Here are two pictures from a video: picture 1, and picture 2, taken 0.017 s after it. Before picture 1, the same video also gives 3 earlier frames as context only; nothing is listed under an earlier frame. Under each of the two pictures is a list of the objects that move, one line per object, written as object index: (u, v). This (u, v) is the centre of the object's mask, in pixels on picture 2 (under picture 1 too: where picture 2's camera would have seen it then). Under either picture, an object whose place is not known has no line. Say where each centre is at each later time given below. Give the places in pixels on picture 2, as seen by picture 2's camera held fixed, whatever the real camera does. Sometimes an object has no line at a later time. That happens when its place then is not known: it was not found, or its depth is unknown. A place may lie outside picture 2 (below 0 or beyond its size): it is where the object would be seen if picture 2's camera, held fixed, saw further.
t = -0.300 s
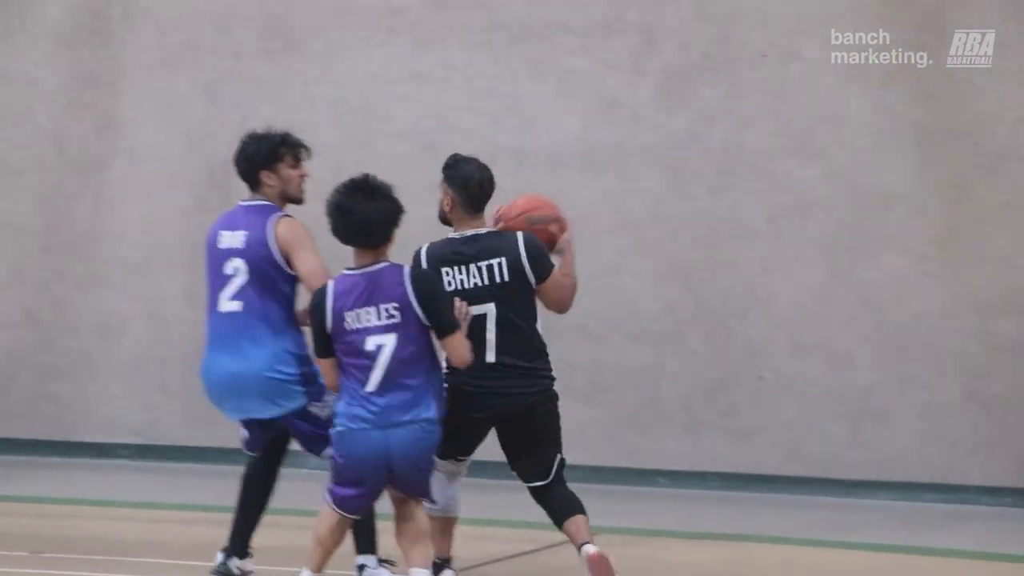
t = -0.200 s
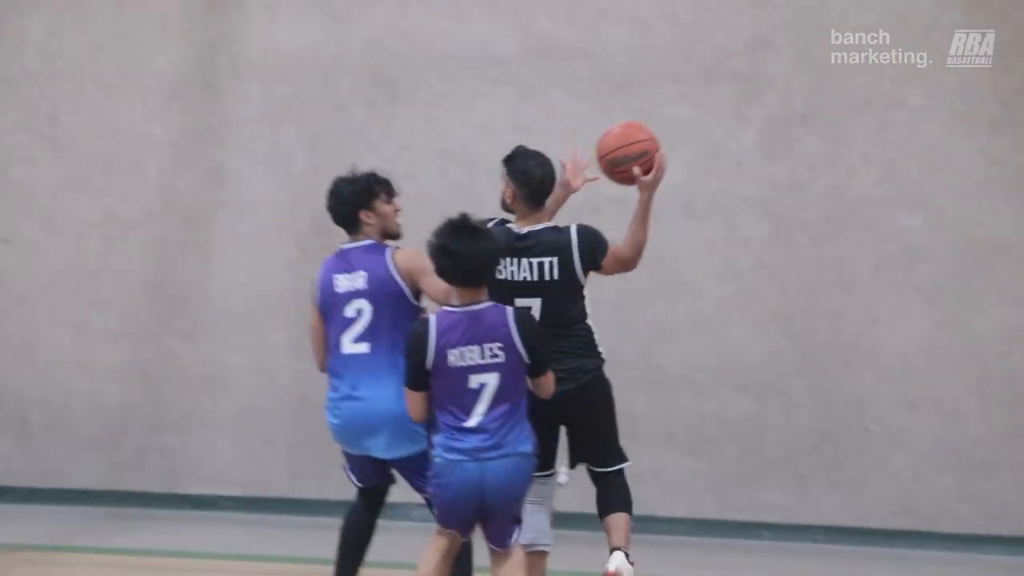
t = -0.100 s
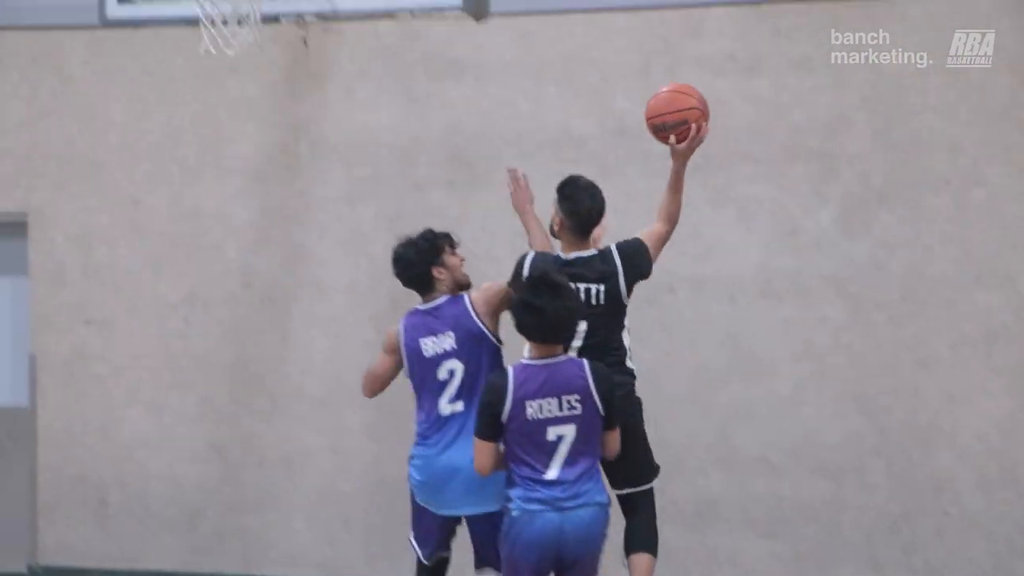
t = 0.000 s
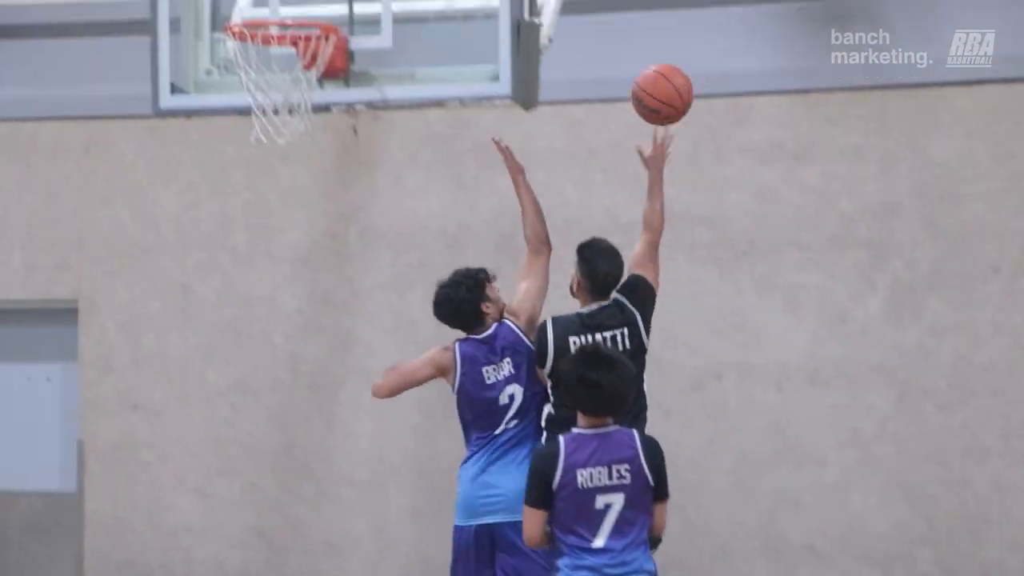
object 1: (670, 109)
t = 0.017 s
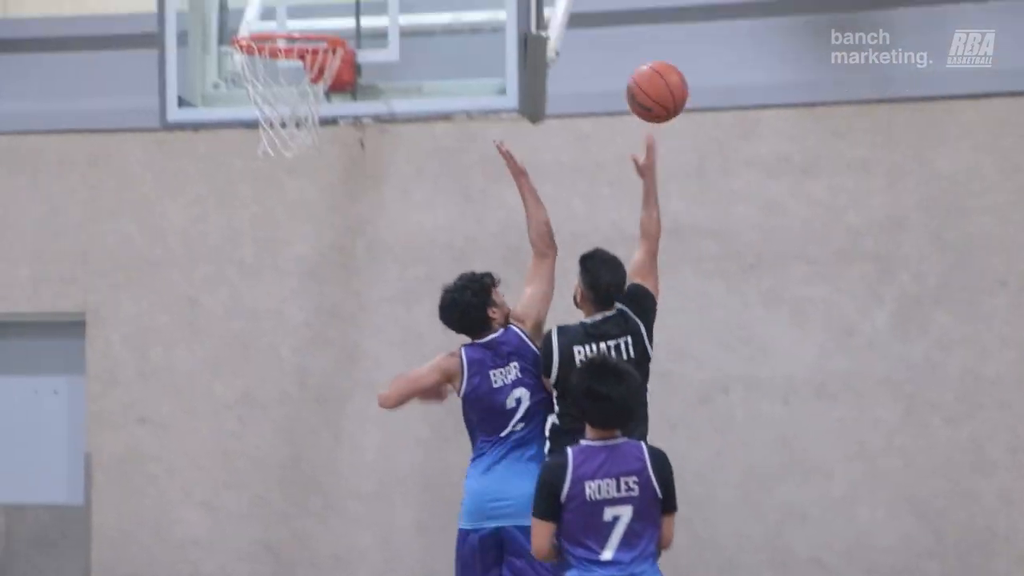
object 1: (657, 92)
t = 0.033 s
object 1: (645, 77)
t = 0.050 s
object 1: (632, 62)
